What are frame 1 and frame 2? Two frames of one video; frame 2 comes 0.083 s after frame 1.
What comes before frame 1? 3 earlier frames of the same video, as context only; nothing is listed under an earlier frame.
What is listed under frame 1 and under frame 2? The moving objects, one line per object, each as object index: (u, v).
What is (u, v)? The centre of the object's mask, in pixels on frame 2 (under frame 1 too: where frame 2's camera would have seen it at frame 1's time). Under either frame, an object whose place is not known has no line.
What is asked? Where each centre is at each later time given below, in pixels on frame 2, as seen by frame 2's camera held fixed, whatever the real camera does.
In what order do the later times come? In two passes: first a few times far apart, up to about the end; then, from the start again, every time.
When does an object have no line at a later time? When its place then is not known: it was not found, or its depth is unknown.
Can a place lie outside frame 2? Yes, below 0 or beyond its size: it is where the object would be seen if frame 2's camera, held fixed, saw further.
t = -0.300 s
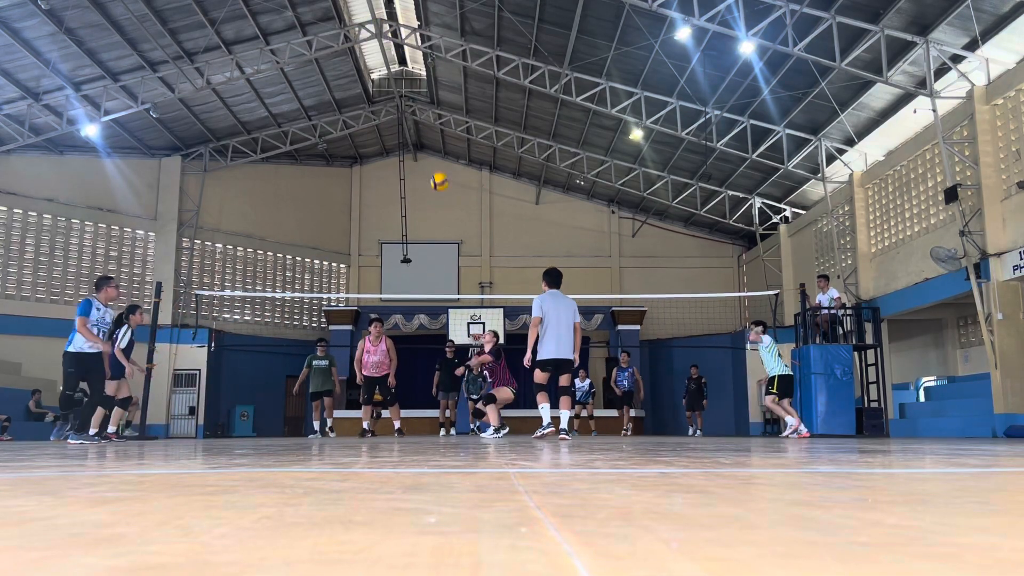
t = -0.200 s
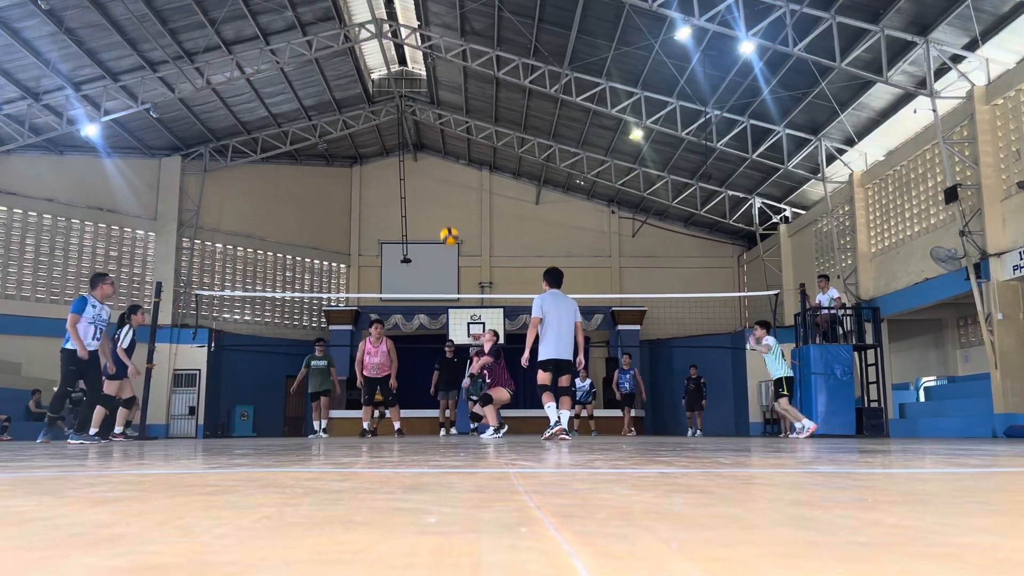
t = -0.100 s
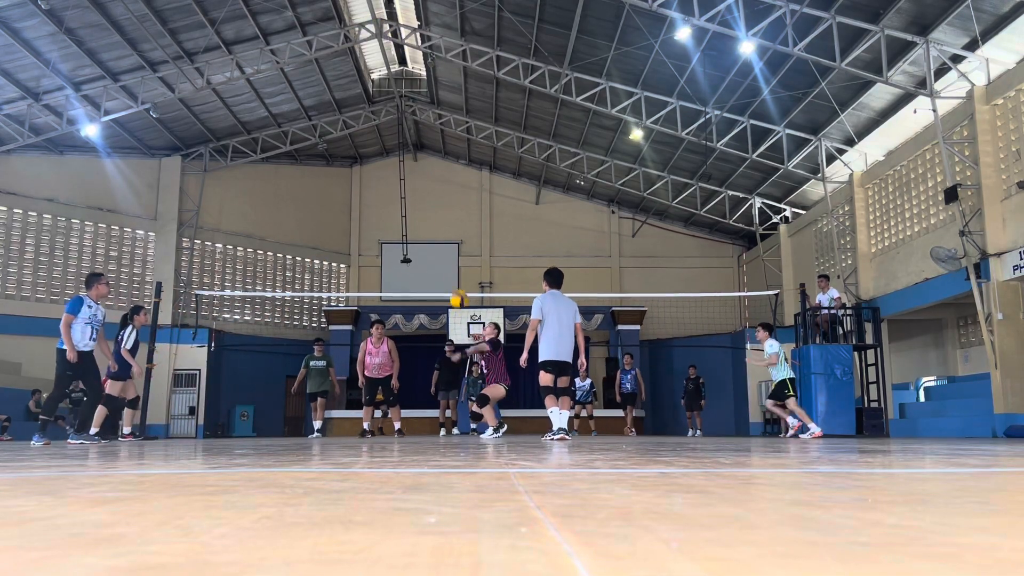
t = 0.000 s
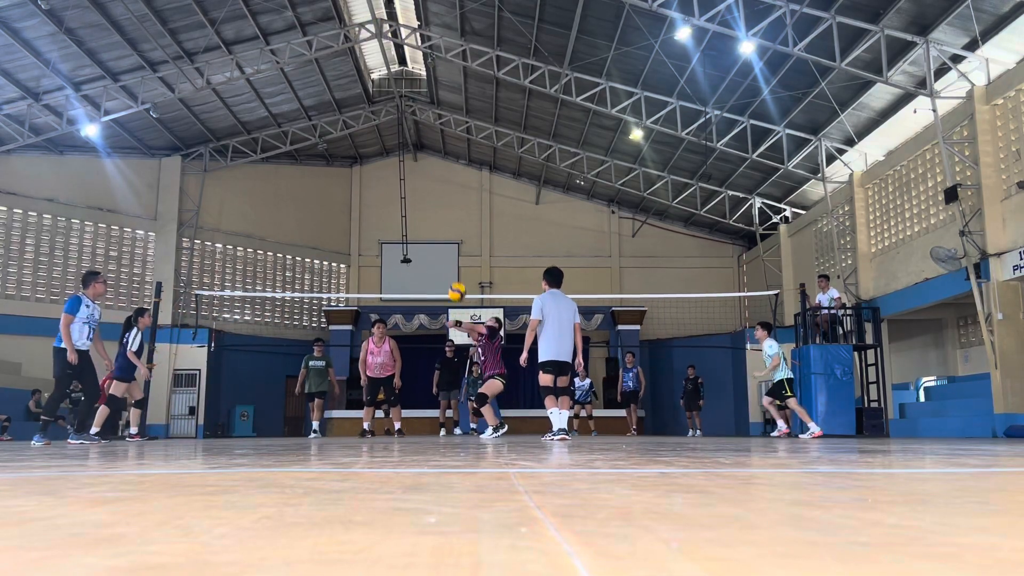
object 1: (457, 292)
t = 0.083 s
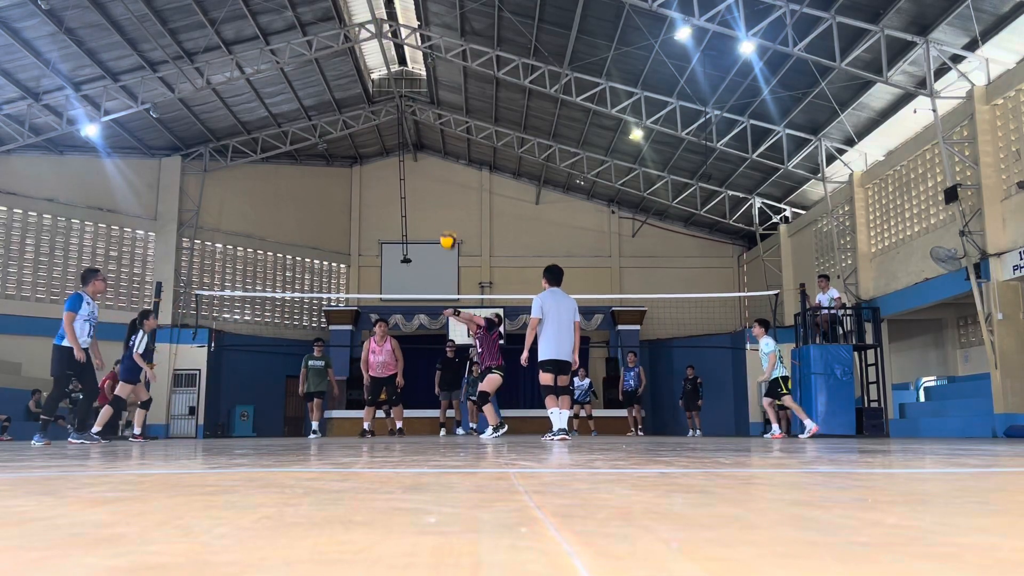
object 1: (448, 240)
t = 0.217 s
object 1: (436, 174)
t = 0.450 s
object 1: (415, 99)
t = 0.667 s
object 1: (398, 71)
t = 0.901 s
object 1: (379, 78)
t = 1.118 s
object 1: (363, 119)
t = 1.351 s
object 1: (346, 196)
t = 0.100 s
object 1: (446, 231)
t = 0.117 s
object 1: (445, 222)
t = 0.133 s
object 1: (443, 214)
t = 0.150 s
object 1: (442, 205)
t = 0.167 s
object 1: (440, 197)
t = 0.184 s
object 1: (439, 189)
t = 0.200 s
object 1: (437, 181)
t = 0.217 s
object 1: (436, 174)
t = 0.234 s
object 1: (434, 167)
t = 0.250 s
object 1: (432, 161)
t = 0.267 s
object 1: (431, 154)
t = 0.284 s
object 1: (429, 148)
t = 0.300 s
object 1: (428, 142)
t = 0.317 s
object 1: (426, 136)
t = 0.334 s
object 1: (425, 131)
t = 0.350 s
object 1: (424, 125)
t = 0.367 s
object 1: (422, 121)
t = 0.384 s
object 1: (420, 116)
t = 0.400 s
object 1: (419, 111)
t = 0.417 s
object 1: (417, 107)
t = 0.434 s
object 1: (416, 103)
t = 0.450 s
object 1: (415, 99)
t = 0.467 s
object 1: (414, 96)
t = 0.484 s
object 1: (413, 93)
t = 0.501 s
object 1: (411, 90)
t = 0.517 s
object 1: (410, 87)
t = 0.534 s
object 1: (408, 85)
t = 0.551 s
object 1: (407, 82)
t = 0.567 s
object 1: (405, 80)
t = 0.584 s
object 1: (404, 77)
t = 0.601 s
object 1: (403, 76)
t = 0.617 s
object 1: (401, 74)
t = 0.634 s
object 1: (400, 73)
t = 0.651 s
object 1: (399, 72)
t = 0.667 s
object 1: (398, 71)
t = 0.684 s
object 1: (396, 70)
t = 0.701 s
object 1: (395, 70)
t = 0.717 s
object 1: (394, 69)
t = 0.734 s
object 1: (392, 69)
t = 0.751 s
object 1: (391, 69)
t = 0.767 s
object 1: (390, 69)
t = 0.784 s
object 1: (388, 70)
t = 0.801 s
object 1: (387, 70)
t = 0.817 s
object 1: (386, 71)
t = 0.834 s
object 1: (385, 72)
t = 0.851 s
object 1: (383, 74)
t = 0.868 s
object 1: (382, 75)
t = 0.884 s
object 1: (381, 76)
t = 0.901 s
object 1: (379, 78)
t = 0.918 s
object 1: (378, 81)
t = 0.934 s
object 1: (377, 83)
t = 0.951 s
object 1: (376, 86)
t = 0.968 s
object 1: (374, 88)
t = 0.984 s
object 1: (373, 91)
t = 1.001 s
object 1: (372, 94)
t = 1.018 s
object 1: (371, 97)
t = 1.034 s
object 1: (369, 100)
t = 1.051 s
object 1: (368, 103)
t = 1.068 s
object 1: (367, 107)
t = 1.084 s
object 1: (366, 111)
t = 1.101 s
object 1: (364, 115)
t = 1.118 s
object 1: (363, 119)
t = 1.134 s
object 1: (362, 123)
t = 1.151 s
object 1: (361, 128)
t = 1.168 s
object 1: (360, 132)
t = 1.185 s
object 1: (358, 137)
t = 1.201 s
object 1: (357, 142)
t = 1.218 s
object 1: (356, 148)
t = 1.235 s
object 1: (355, 154)
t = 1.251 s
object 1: (354, 158)
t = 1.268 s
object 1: (352, 164)
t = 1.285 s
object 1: (351, 170)
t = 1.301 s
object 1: (349, 176)
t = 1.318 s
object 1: (348, 183)
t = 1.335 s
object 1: (347, 189)
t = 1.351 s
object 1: (346, 196)
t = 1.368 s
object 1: (344, 202)
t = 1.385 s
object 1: (343, 209)
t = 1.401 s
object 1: (342, 216)
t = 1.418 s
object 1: (341, 223)
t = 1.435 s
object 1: (340, 230)
